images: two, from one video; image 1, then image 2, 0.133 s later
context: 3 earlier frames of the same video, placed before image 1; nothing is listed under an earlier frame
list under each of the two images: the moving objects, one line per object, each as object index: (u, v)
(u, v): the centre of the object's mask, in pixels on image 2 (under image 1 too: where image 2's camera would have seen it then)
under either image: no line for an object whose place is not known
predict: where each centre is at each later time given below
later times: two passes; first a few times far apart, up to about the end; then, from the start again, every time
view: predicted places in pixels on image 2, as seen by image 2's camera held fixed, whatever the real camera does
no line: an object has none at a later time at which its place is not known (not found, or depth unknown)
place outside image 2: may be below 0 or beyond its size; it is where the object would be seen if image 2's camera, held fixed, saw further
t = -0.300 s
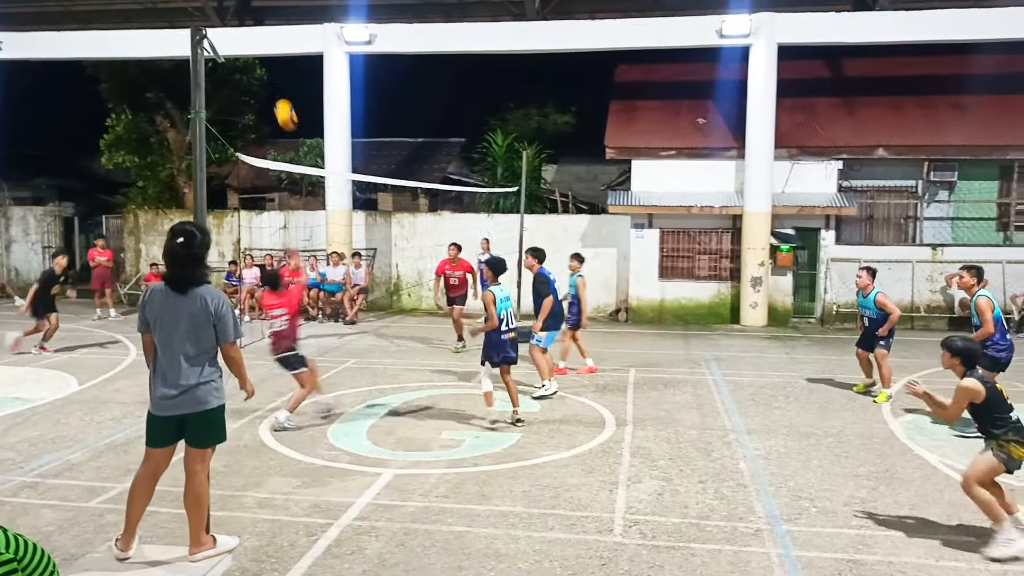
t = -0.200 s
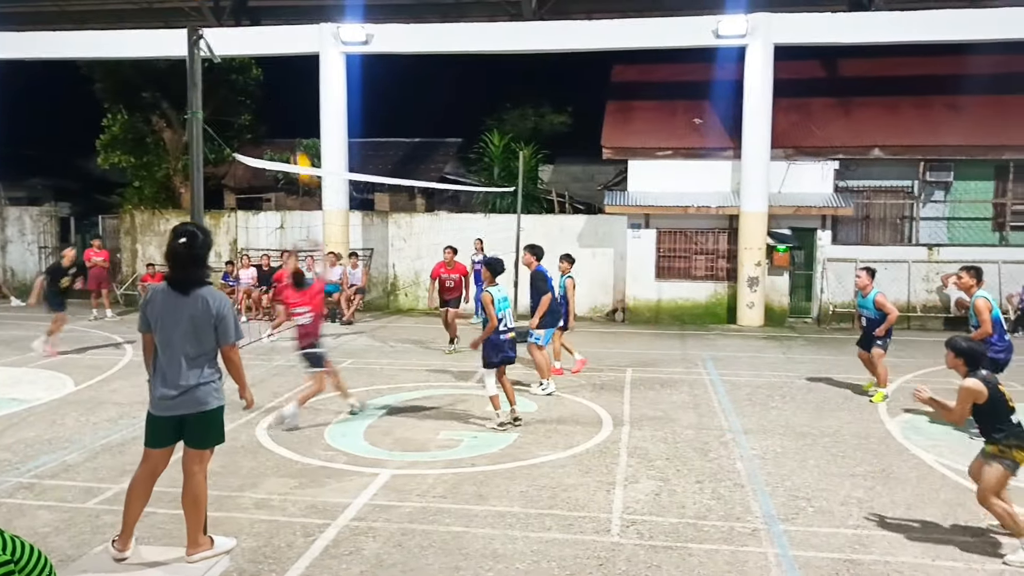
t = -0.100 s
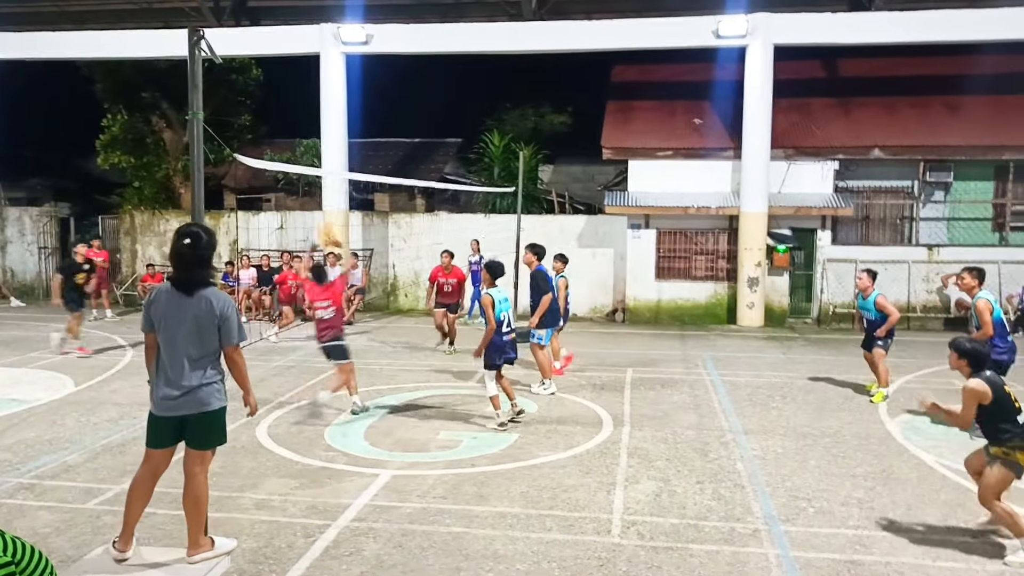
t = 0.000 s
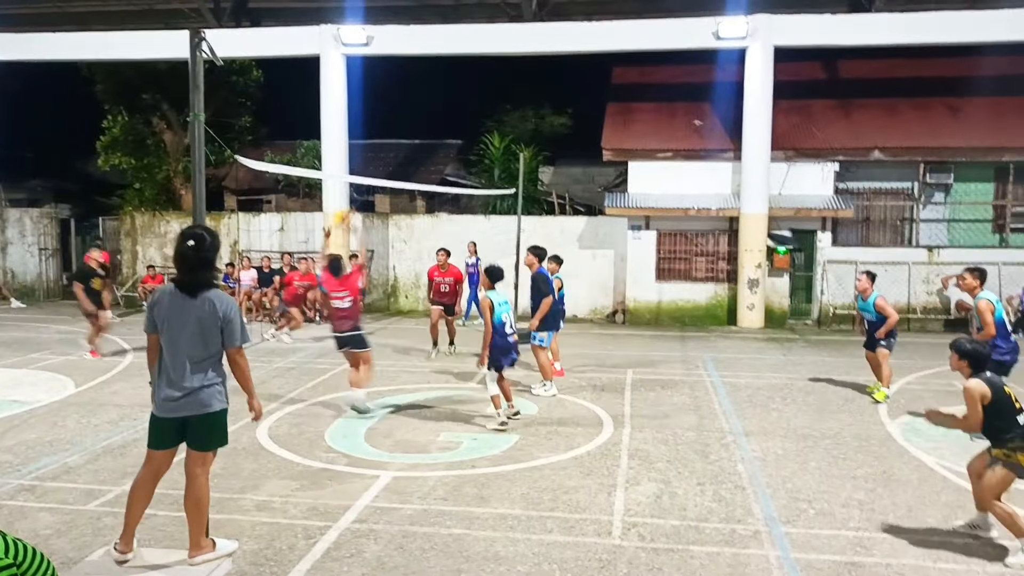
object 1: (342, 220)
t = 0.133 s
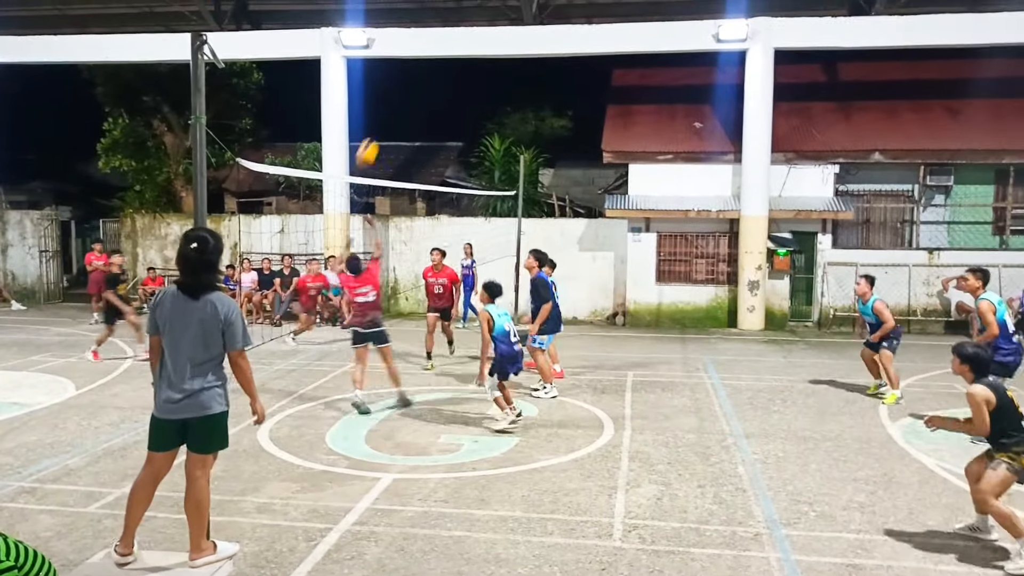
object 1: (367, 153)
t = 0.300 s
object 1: (396, 98)
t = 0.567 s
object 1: (436, 66)
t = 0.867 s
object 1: (475, 97)
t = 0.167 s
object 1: (373, 139)
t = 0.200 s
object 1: (379, 127)
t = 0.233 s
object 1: (384, 116)
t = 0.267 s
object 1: (390, 107)
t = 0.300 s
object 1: (396, 98)
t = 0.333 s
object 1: (401, 90)
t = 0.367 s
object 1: (406, 84)
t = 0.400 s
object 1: (411, 78)
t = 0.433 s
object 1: (417, 74)
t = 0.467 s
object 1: (422, 70)
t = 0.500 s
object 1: (426, 68)
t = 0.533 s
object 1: (431, 66)
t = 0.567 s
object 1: (436, 66)
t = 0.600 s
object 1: (441, 66)
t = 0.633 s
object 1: (445, 67)
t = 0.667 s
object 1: (450, 68)
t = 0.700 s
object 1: (454, 71)
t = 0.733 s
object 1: (459, 75)
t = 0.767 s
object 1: (463, 79)
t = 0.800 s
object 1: (467, 84)
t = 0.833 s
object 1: (471, 91)
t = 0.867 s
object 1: (475, 97)
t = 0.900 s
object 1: (479, 105)
